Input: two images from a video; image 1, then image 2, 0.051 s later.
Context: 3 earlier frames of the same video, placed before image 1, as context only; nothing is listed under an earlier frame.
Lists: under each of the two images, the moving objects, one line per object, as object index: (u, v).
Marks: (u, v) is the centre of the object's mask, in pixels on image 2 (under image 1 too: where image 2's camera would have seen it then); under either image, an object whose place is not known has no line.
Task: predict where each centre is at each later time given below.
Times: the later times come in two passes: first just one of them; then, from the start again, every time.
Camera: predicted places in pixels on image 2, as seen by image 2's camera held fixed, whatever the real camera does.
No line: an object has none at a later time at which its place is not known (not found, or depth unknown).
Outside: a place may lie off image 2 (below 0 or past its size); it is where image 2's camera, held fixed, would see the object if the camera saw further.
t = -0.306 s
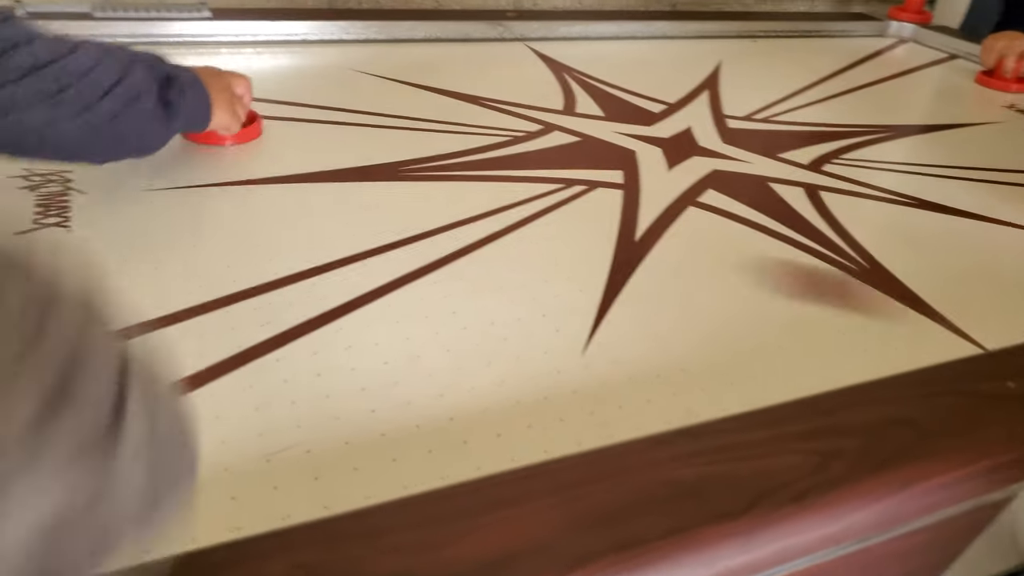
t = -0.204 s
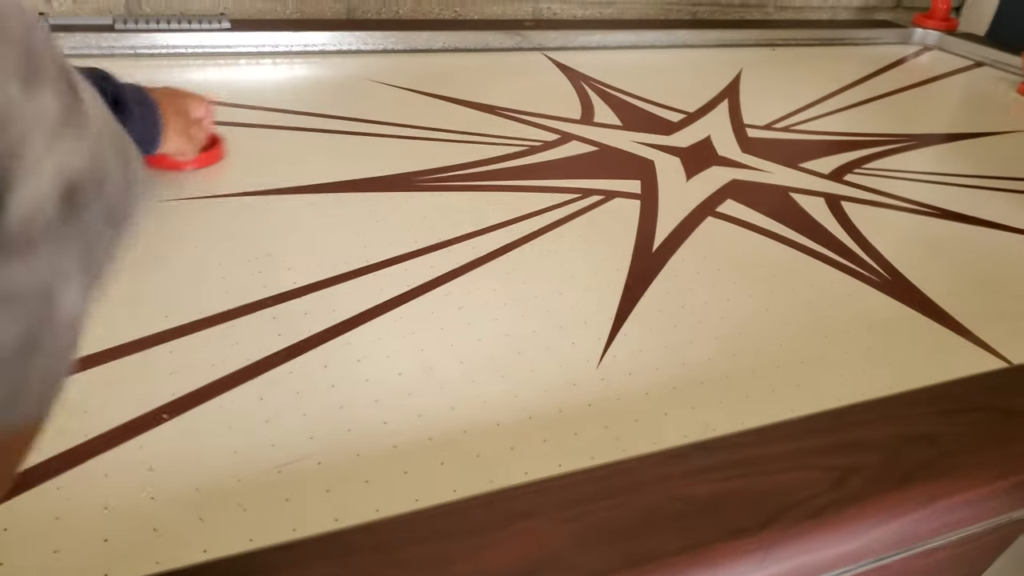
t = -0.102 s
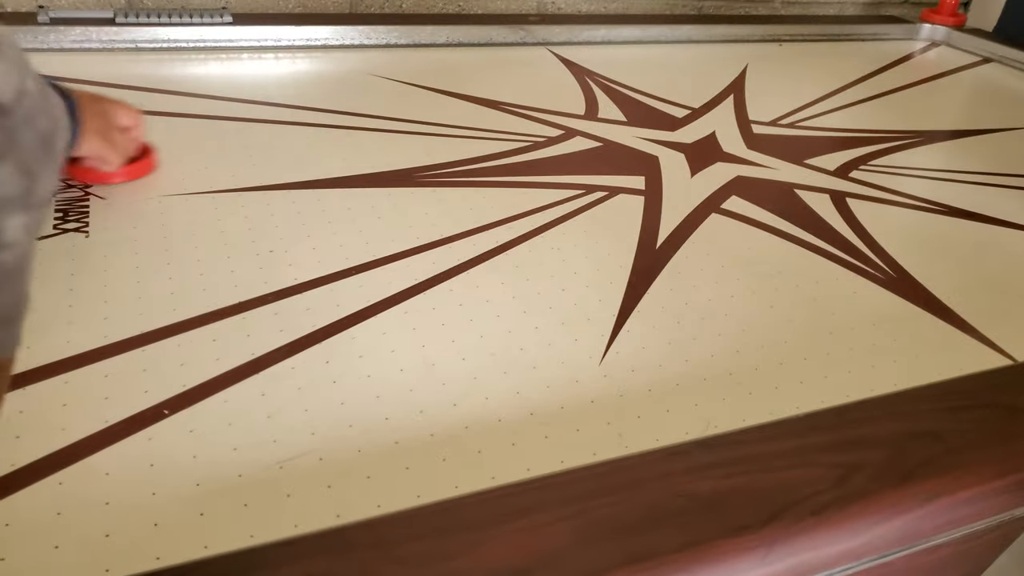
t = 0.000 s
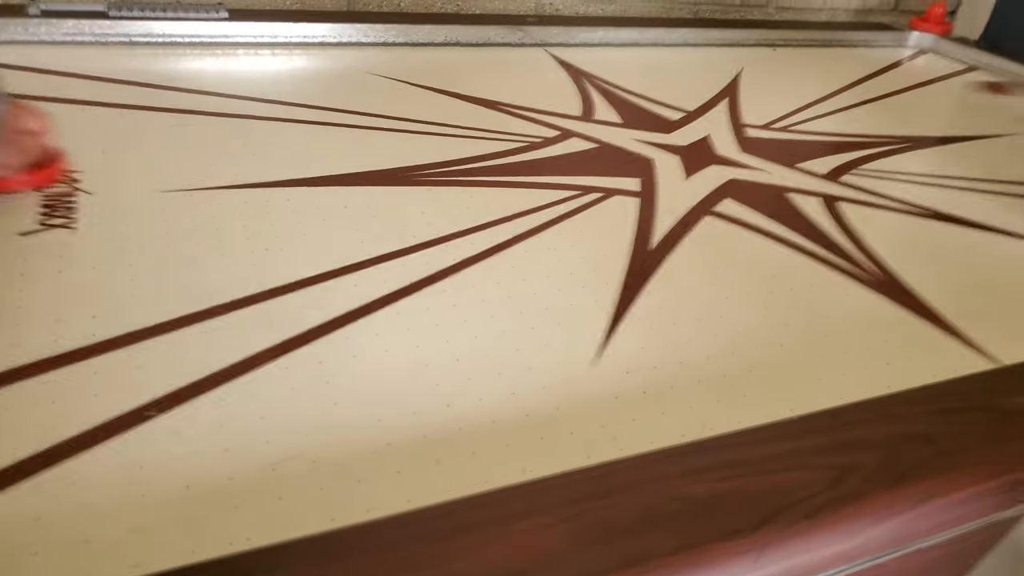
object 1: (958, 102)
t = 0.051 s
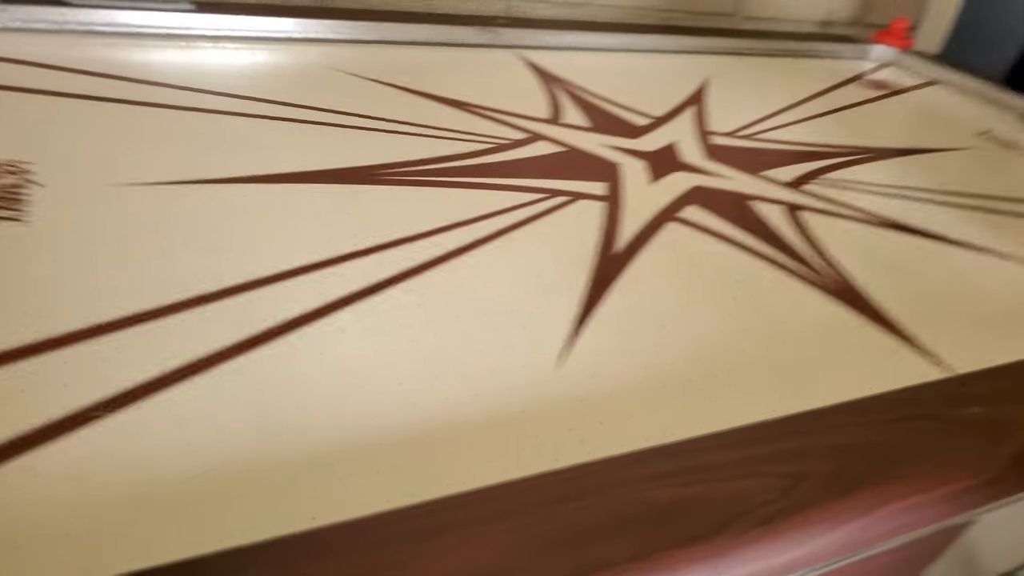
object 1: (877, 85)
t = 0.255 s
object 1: (760, 92)
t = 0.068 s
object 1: (854, 79)
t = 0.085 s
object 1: (830, 73)
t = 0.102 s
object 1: (809, 67)
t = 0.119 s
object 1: (791, 62)
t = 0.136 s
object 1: (782, 62)
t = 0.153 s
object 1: (781, 65)
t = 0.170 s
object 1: (776, 72)
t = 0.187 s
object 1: (773, 75)
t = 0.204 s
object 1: (770, 79)
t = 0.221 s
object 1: (766, 83)
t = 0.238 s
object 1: (763, 87)
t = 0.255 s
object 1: (760, 92)
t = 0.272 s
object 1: (757, 96)
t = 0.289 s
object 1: (753, 101)
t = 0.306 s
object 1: (750, 106)
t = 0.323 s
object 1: (745, 111)
